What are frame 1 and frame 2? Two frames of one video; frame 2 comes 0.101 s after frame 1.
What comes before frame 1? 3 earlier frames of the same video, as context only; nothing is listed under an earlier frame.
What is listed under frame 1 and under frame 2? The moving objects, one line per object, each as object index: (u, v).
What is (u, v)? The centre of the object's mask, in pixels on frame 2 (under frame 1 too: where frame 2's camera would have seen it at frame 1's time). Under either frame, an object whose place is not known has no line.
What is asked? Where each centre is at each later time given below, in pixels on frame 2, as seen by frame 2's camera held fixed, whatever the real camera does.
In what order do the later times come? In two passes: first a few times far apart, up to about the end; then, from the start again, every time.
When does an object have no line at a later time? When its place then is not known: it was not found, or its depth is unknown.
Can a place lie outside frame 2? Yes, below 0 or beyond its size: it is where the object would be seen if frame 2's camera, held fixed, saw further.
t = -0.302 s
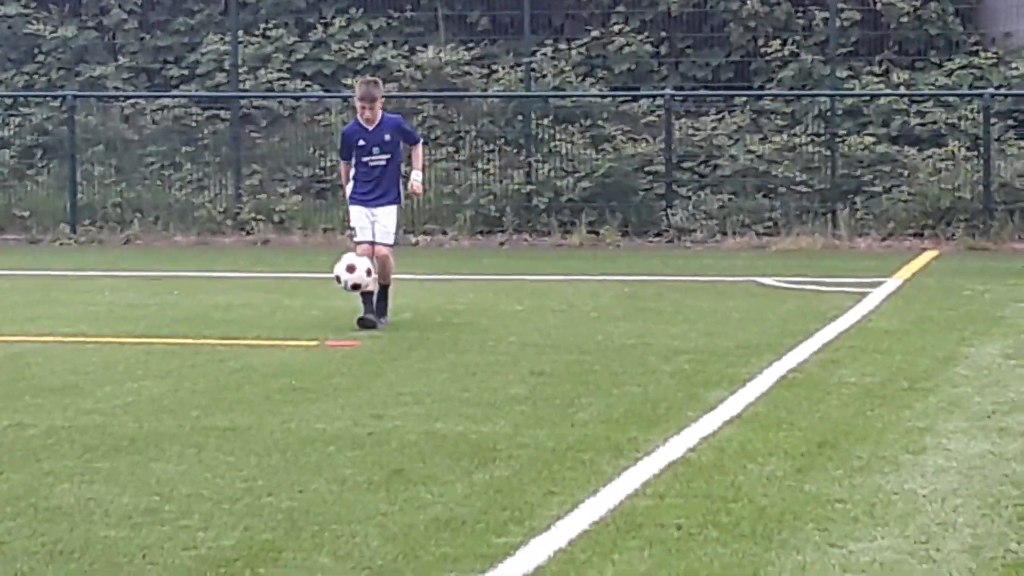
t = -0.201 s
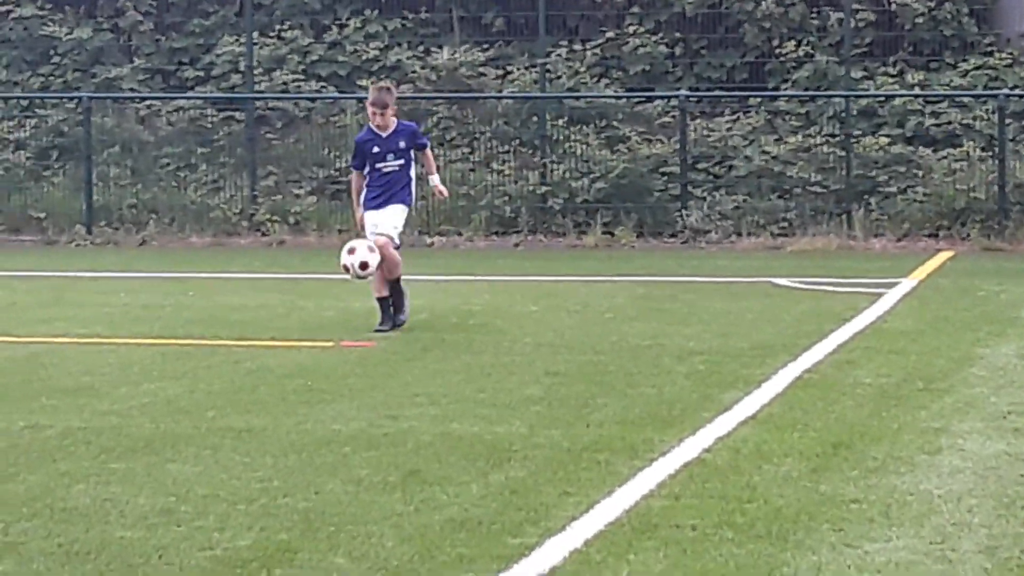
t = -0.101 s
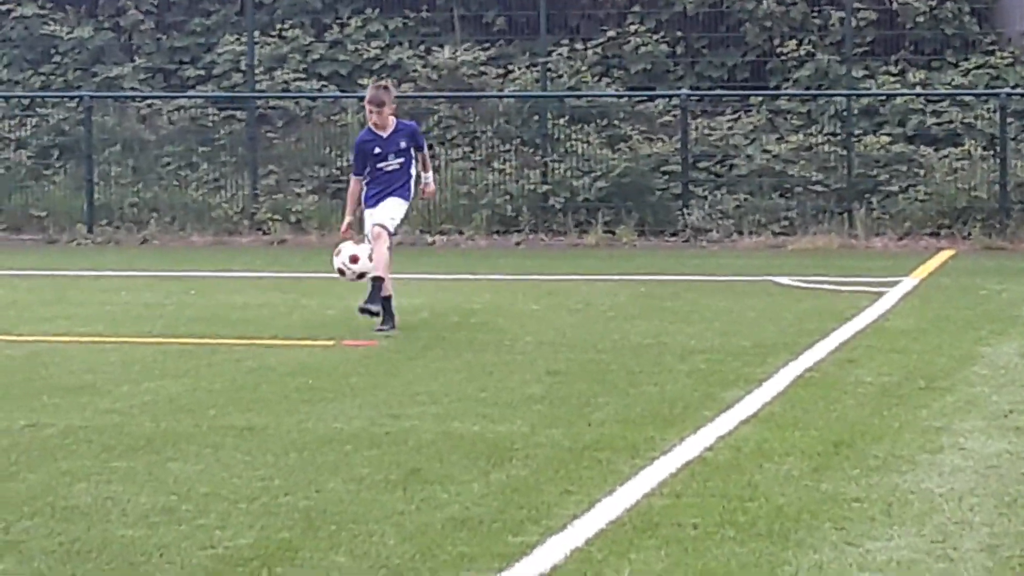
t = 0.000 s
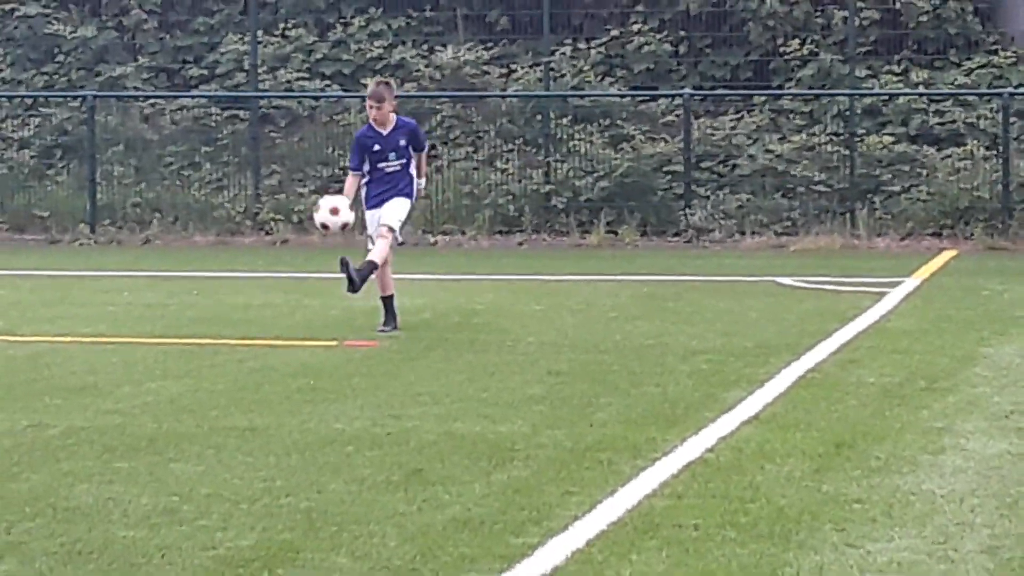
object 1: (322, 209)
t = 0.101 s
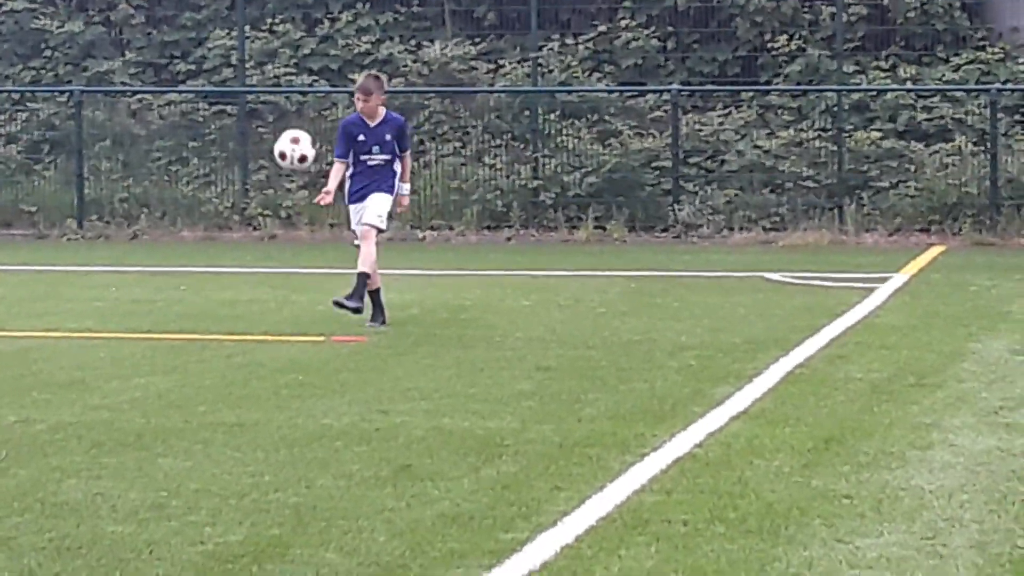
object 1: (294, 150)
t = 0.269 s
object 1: (250, 88)
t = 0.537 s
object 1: (181, 91)
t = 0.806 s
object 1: (115, 224)
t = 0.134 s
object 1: (285, 133)
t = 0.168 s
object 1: (277, 120)
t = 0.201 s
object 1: (268, 107)
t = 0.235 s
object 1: (259, 97)
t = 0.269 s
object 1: (250, 88)
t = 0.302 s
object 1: (242, 83)
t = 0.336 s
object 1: (232, 78)
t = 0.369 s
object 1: (224, 75)
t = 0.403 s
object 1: (215, 74)
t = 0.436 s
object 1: (207, 76)
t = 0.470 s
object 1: (198, 79)
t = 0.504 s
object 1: (190, 83)
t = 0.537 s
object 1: (181, 91)
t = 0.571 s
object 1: (173, 100)
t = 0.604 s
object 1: (165, 112)
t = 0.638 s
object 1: (156, 125)
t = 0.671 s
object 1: (148, 142)
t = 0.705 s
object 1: (140, 160)
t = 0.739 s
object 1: (131, 177)
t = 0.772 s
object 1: (123, 201)
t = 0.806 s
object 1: (115, 224)
